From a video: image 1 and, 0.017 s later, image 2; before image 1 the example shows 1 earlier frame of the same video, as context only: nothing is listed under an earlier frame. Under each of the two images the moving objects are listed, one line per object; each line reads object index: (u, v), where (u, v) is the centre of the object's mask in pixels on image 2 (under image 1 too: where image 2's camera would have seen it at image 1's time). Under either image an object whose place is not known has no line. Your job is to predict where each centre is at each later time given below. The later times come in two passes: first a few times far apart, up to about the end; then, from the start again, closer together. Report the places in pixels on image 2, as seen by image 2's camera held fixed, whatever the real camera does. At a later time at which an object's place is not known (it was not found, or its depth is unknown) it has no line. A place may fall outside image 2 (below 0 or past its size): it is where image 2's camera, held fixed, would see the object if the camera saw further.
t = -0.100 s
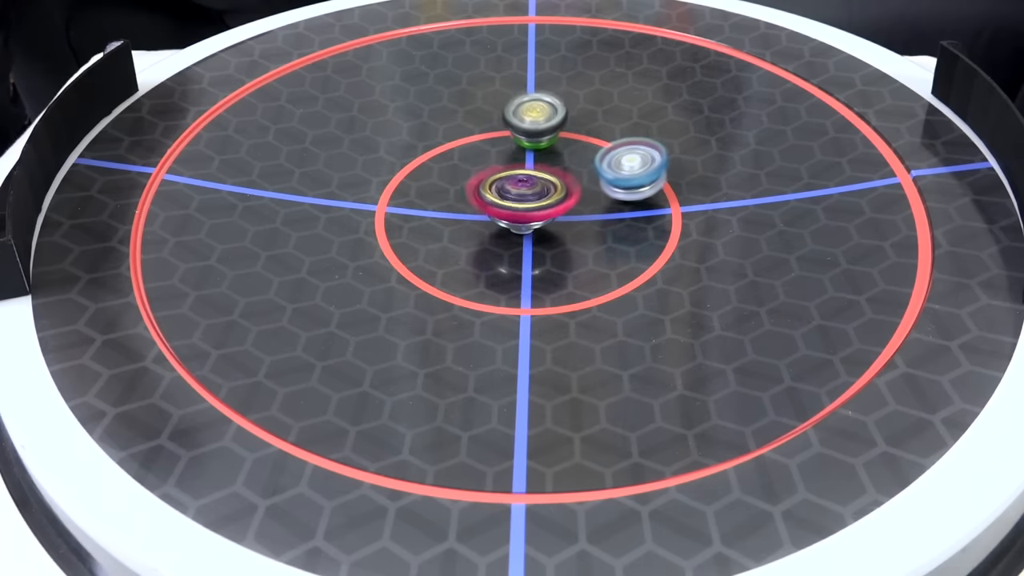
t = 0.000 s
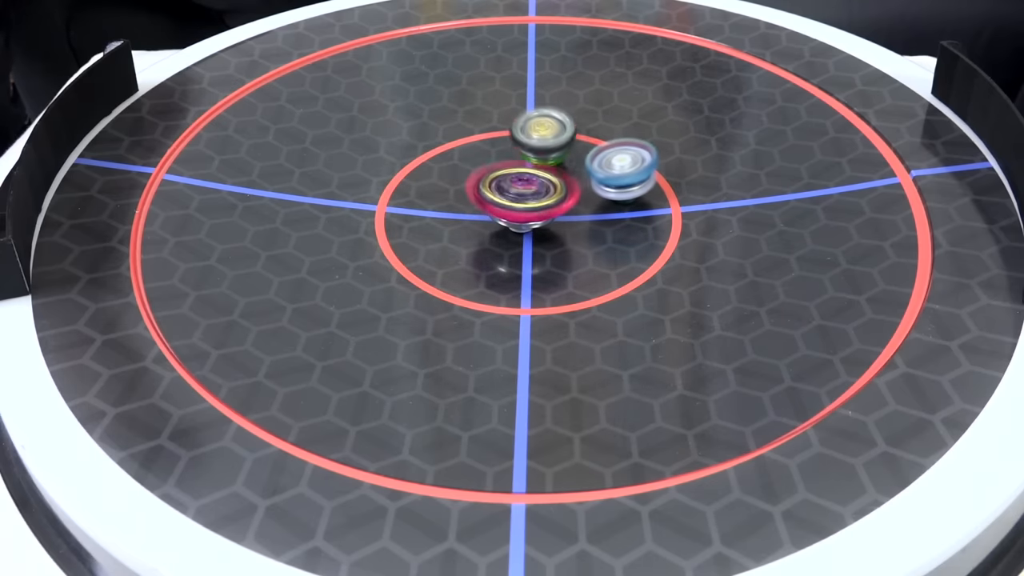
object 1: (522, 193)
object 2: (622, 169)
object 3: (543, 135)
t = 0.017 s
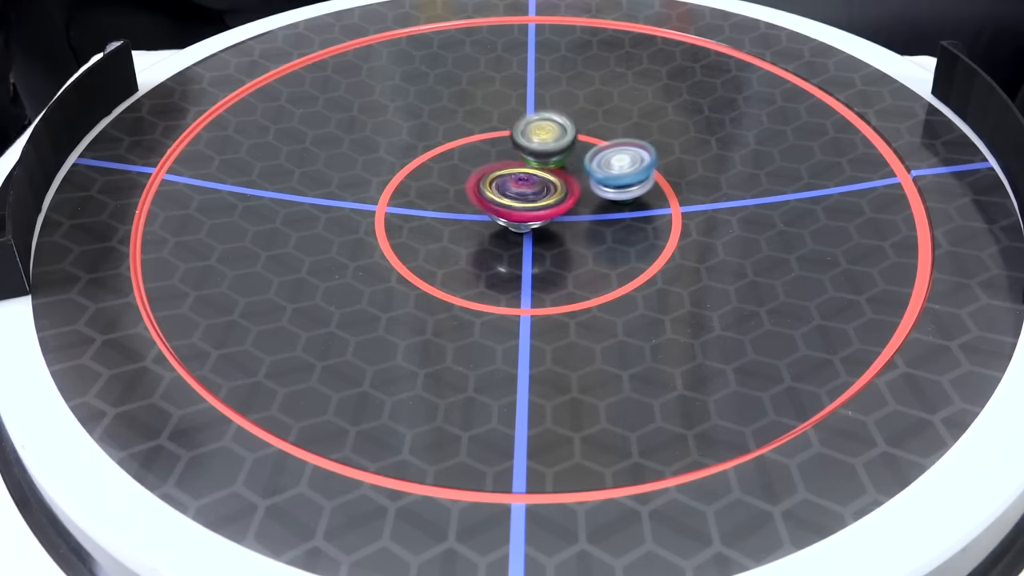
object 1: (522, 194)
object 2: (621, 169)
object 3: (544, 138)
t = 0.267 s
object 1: (487, 209)
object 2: (615, 192)
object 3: (586, 133)
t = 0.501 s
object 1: (487, 203)
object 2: (579, 221)
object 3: (575, 140)
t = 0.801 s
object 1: (503, 188)
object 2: (565, 234)
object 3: (603, 152)
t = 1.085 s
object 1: (521, 188)
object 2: (573, 262)
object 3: (593, 163)
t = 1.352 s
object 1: (499, 201)
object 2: (571, 255)
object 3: (624, 176)
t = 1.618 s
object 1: (504, 194)
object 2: (560, 242)
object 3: (610, 188)
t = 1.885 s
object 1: (506, 182)
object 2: (544, 236)
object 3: (600, 198)
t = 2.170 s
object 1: (510, 171)
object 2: (516, 231)
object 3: (590, 199)
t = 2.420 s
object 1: (521, 158)
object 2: (510, 218)
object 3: (586, 200)
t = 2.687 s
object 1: (526, 154)
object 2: (490, 207)
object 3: (586, 194)
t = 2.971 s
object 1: (533, 149)
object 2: (494, 200)
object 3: (575, 207)
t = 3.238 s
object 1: (531, 150)
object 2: (478, 194)
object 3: (560, 211)
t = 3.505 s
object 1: (531, 153)
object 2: (462, 179)
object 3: (558, 211)
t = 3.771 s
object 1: (537, 155)
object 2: (461, 171)
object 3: (541, 238)
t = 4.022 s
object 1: (563, 172)
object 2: (469, 165)
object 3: (530, 228)
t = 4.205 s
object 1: (594, 184)
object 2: (488, 166)
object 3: (487, 231)
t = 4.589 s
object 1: (615, 189)
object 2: (518, 172)
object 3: (443, 202)
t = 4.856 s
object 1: (644, 208)
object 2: (485, 133)
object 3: (448, 183)
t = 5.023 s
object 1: (639, 213)
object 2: (499, 131)
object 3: (466, 178)
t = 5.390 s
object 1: (547, 225)
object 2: (534, 128)
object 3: (522, 175)
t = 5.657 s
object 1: (450, 225)
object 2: (565, 122)
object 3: (550, 180)
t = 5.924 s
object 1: (413, 196)
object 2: (566, 141)
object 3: (566, 190)
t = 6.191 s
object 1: (433, 170)
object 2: (553, 162)
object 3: (562, 216)
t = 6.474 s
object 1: (508, 142)
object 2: (578, 175)
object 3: (526, 244)
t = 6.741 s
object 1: (573, 106)
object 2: (584, 170)
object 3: (491, 237)
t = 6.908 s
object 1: (600, 104)
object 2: (581, 171)
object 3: (476, 222)
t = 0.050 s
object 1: (522, 193)
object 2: (620, 170)
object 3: (545, 142)
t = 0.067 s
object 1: (522, 193)
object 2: (619, 170)
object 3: (545, 144)
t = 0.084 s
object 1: (521, 194)
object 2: (619, 171)
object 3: (547, 146)
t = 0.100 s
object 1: (517, 196)
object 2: (619, 171)
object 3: (552, 146)
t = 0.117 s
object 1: (513, 198)
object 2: (619, 172)
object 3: (558, 147)
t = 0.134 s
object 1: (507, 200)
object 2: (619, 173)
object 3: (563, 145)
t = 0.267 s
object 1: (487, 209)
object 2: (615, 192)
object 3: (586, 133)
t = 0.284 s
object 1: (486, 209)
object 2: (615, 194)
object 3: (587, 132)
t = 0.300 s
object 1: (485, 209)
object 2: (614, 196)
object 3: (586, 133)
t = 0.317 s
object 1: (484, 209)
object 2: (612, 199)
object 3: (586, 133)
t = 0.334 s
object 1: (484, 208)
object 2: (610, 202)
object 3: (585, 133)
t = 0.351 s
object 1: (484, 208)
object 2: (606, 204)
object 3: (583, 133)
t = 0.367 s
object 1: (483, 208)
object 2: (603, 207)
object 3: (582, 134)
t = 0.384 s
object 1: (483, 208)
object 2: (599, 209)
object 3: (580, 134)
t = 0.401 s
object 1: (484, 207)
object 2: (596, 211)
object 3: (578, 134)
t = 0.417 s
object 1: (484, 206)
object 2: (592, 213)
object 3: (577, 135)
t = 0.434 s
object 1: (485, 206)
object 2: (589, 215)
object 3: (575, 136)
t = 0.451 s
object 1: (486, 205)
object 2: (586, 216)
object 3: (574, 136)
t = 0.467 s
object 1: (486, 205)
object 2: (584, 218)
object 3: (574, 138)
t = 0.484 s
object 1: (487, 204)
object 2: (581, 219)
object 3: (575, 138)
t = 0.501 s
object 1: (487, 203)
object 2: (579, 221)
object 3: (575, 140)
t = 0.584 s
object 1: (491, 198)
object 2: (578, 231)
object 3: (582, 144)
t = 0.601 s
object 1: (491, 197)
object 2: (578, 233)
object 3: (584, 145)
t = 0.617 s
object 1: (492, 196)
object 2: (577, 234)
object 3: (587, 146)
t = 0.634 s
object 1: (493, 196)
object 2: (576, 234)
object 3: (590, 147)
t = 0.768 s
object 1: (501, 190)
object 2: (566, 233)
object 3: (603, 151)
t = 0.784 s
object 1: (502, 190)
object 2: (565, 234)
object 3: (604, 151)
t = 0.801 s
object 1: (503, 188)
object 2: (565, 234)
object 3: (603, 152)
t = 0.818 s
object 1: (505, 188)
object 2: (564, 235)
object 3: (603, 152)
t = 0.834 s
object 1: (506, 188)
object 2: (565, 236)
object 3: (603, 153)
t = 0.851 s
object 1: (507, 187)
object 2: (565, 237)
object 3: (602, 153)
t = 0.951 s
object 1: (516, 187)
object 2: (570, 246)
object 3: (598, 154)
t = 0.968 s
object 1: (517, 187)
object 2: (571, 248)
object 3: (597, 153)
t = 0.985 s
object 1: (518, 187)
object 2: (571, 250)
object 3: (597, 153)
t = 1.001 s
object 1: (518, 187)
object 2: (572, 252)
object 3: (597, 154)
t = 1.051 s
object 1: (520, 187)
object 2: (572, 259)
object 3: (595, 158)
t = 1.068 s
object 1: (521, 187)
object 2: (572, 261)
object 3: (595, 160)
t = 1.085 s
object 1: (521, 188)
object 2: (573, 262)
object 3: (593, 163)
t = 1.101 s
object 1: (519, 189)
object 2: (573, 263)
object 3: (593, 165)
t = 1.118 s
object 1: (516, 190)
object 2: (573, 263)
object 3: (596, 166)
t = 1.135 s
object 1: (512, 191)
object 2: (573, 264)
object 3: (599, 167)
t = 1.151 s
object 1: (509, 192)
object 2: (573, 264)
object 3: (603, 168)
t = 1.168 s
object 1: (506, 194)
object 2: (573, 264)
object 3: (606, 169)
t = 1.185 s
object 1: (504, 195)
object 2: (573, 264)
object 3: (609, 170)
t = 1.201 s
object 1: (502, 196)
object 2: (573, 263)
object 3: (612, 170)
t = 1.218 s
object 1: (501, 197)
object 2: (573, 263)
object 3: (615, 171)
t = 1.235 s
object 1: (501, 198)
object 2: (573, 262)
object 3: (616, 172)
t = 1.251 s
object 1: (500, 199)
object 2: (573, 261)
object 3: (618, 172)
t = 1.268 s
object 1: (500, 200)
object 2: (573, 260)
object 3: (620, 173)
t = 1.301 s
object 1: (500, 201)
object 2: (572, 258)
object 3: (622, 175)
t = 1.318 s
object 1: (499, 201)
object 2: (572, 257)
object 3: (623, 175)
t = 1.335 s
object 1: (499, 201)
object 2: (571, 256)
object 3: (624, 176)
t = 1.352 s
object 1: (499, 201)
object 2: (571, 255)
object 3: (624, 176)
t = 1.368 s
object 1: (499, 201)
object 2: (571, 254)
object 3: (624, 177)
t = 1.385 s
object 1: (499, 202)
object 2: (570, 253)
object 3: (624, 178)
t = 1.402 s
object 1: (500, 202)
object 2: (569, 251)
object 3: (624, 178)
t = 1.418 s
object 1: (500, 201)
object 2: (569, 250)
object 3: (623, 179)
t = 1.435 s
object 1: (500, 201)
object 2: (568, 248)
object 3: (623, 180)
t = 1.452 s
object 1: (500, 201)
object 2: (567, 246)
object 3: (622, 181)
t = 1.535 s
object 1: (501, 199)
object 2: (563, 239)
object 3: (616, 185)
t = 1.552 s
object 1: (502, 199)
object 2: (562, 238)
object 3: (615, 185)
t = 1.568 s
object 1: (502, 197)
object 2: (562, 239)
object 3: (614, 186)
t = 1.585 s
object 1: (503, 197)
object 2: (561, 240)
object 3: (613, 187)
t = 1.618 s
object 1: (504, 194)
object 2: (560, 242)
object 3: (610, 188)
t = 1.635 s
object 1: (504, 194)
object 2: (559, 242)
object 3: (609, 188)
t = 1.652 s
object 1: (505, 193)
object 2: (558, 242)
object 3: (607, 189)
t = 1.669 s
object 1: (505, 192)
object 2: (557, 242)
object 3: (606, 189)
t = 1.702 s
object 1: (505, 191)
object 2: (555, 242)
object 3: (603, 190)
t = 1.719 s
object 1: (505, 191)
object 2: (554, 242)
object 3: (601, 191)
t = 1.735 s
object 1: (505, 190)
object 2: (553, 241)
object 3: (600, 192)
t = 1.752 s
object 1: (505, 189)
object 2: (552, 241)
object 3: (599, 192)
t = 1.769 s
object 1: (505, 189)
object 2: (551, 240)
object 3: (598, 192)
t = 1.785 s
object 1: (505, 188)
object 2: (550, 239)
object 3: (597, 193)
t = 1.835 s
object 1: (504, 186)
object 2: (547, 237)
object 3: (599, 196)
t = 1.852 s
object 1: (505, 184)
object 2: (546, 237)
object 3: (599, 197)
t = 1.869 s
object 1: (505, 183)
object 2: (545, 236)
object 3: (600, 198)
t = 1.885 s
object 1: (506, 182)
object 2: (544, 236)
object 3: (600, 198)
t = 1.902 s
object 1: (506, 181)
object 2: (543, 236)
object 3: (600, 199)
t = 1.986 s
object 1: (507, 178)
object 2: (538, 235)
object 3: (598, 202)
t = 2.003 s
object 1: (507, 178)
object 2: (537, 234)
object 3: (598, 203)
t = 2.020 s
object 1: (507, 177)
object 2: (536, 234)
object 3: (597, 203)
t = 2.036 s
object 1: (507, 176)
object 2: (535, 234)
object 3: (595, 203)
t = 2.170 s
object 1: (510, 171)
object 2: (516, 231)
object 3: (590, 199)
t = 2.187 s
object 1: (510, 171)
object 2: (515, 231)
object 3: (588, 198)
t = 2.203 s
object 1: (510, 170)
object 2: (514, 230)
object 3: (588, 198)
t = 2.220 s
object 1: (511, 170)
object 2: (513, 229)
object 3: (587, 198)
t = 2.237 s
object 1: (512, 169)
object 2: (513, 229)
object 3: (587, 198)
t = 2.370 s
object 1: (518, 160)
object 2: (511, 221)
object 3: (586, 200)
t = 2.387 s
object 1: (519, 159)
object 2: (511, 220)
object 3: (585, 200)
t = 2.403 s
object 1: (520, 159)
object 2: (512, 218)
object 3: (585, 200)
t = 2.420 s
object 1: (521, 158)
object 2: (510, 218)
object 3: (586, 200)
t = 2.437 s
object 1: (522, 159)
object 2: (507, 217)
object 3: (589, 200)
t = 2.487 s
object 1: (525, 158)
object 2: (498, 215)
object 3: (593, 198)
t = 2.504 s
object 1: (525, 158)
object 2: (496, 214)
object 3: (594, 197)
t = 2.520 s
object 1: (525, 157)
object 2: (494, 214)
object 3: (595, 197)
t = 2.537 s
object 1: (525, 157)
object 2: (493, 213)
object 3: (594, 196)
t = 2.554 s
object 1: (525, 157)
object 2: (492, 212)
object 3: (594, 195)
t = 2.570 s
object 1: (525, 156)
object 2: (491, 211)
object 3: (594, 195)
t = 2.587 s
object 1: (526, 156)
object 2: (491, 211)
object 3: (593, 195)
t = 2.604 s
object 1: (526, 155)
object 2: (490, 210)
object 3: (593, 194)
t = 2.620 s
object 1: (526, 155)
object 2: (490, 209)
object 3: (591, 194)
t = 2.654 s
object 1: (525, 154)
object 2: (491, 207)
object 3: (589, 193)
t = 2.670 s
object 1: (525, 154)
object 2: (490, 207)
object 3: (588, 193)
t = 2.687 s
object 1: (526, 154)
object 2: (490, 207)
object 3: (586, 194)
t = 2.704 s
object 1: (526, 153)
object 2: (490, 206)
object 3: (586, 195)
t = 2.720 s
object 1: (527, 152)
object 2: (489, 206)
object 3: (585, 197)
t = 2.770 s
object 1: (530, 151)
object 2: (489, 205)
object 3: (583, 200)
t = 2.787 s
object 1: (530, 151)
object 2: (489, 205)
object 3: (583, 201)
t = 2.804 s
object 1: (530, 150)
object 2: (489, 204)
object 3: (582, 201)
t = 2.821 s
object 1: (531, 150)
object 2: (490, 204)
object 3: (582, 202)
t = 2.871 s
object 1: (532, 149)
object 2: (491, 203)
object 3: (580, 204)
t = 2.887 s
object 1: (532, 149)
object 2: (491, 202)
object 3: (579, 204)
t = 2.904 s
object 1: (532, 149)
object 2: (492, 202)
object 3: (578, 205)
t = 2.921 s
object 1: (532, 149)
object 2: (493, 201)
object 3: (578, 205)
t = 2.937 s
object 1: (532, 149)
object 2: (493, 201)
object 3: (577, 206)
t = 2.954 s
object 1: (532, 149)
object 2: (494, 200)
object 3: (575, 206)
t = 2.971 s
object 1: (533, 149)
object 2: (494, 200)
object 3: (575, 207)
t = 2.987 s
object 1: (533, 149)
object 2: (494, 200)
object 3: (574, 207)
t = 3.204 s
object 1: (533, 149)
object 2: (482, 195)
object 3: (559, 210)
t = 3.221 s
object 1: (532, 149)
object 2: (481, 195)
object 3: (558, 211)
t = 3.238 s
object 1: (531, 150)
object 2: (478, 194)
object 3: (560, 211)
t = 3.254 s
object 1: (531, 150)
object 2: (474, 192)
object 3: (561, 212)
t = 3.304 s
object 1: (530, 152)
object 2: (466, 188)
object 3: (565, 212)
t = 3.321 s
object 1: (530, 151)
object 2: (464, 187)
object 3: (565, 212)
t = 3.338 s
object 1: (530, 152)
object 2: (463, 186)
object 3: (566, 212)
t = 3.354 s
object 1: (530, 152)
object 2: (461, 185)
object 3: (565, 212)
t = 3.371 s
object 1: (530, 152)
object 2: (461, 184)
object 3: (565, 211)
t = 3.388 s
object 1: (529, 152)
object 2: (460, 183)
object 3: (565, 212)
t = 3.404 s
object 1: (530, 152)
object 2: (460, 182)
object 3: (564, 211)
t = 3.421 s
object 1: (530, 152)
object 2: (460, 182)
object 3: (563, 211)
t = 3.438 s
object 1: (530, 152)
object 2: (461, 181)
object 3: (562, 211)
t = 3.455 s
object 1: (531, 153)
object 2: (461, 180)
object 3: (562, 211)
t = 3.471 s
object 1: (531, 152)
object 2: (462, 180)
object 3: (560, 211)
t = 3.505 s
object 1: (531, 153)
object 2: (462, 179)
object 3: (558, 211)
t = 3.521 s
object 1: (532, 153)
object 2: (461, 179)
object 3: (557, 211)
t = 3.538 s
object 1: (532, 154)
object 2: (461, 178)
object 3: (556, 210)
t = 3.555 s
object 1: (533, 155)
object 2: (460, 177)
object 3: (554, 210)
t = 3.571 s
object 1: (534, 155)
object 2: (459, 177)
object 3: (553, 211)
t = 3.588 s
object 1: (534, 155)
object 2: (459, 176)
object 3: (552, 212)
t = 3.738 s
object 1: (536, 154)
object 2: (462, 172)
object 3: (542, 236)
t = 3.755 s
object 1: (537, 154)
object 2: (461, 171)
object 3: (542, 237)
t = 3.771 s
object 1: (537, 155)
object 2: (461, 171)
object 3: (541, 238)
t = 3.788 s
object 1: (537, 156)
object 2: (460, 170)
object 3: (540, 238)
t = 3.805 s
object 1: (538, 157)
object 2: (460, 170)
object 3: (540, 238)
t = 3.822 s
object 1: (538, 158)
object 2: (460, 169)
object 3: (539, 238)
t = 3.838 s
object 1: (540, 160)
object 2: (460, 168)
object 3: (539, 238)
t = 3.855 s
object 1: (541, 161)
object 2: (461, 168)
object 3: (539, 237)
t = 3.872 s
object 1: (543, 162)
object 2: (461, 168)
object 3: (538, 237)
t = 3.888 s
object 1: (545, 165)
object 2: (462, 167)
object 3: (538, 235)
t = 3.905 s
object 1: (545, 165)
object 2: (462, 167)
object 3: (537, 235)
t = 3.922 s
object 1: (549, 167)
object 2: (463, 167)
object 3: (537, 233)
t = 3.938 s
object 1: (549, 167)
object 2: (464, 167)
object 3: (537, 232)
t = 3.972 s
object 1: (554, 170)
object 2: (465, 166)
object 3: (536, 230)
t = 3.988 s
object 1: (556, 172)
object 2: (466, 166)
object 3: (536, 228)
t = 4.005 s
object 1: (559, 172)
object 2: (468, 165)
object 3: (534, 227)
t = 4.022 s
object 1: (563, 172)
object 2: (469, 165)
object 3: (530, 228)
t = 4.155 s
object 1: (587, 181)
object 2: (482, 166)
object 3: (496, 231)
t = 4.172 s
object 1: (590, 182)
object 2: (485, 166)
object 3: (493, 231)
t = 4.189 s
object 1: (592, 183)
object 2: (486, 166)
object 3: (490, 232)
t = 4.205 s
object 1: (594, 184)
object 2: (488, 166)
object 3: (487, 231)
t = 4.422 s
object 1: (610, 189)
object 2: (514, 173)
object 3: (454, 218)
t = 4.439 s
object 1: (609, 189)
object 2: (516, 173)
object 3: (452, 217)
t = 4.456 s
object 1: (609, 189)
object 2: (517, 173)
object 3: (450, 215)
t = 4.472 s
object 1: (609, 188)
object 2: (520, 174)
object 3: (450, 213)
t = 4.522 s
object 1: (608, 188)
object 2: (524, 175)
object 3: (446, 209)
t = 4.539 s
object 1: (607, 187)
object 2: (525, 176)
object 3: (445, 207)
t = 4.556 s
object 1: (607, 187)
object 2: (527, 176)
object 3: (444, 206)
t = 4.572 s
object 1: (608, 186)
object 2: (525, 175)
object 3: (444, 204)
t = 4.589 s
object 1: (615, 189)
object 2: (518, 172)
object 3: (443, 202)
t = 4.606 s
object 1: (619, 189)
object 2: (511, 168)
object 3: (443, 200)
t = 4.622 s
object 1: (623, 192)
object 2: (504, 166)
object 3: (442, 199)
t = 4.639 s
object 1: (626, 194)
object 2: (498, 161)
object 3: (442, 197)
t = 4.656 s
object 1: (631, 195)
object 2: (493, 157)
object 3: (443, 196)
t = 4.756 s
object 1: (641, 205)
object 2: (478, 143)
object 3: (446, 186)
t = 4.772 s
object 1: (642, 205)
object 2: (477, 141)
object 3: (447, 185)
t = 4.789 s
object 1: (643, 206)
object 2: (478, 140)
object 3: (447, 184)
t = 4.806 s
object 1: (643, 207)
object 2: (479, 139)
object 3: (448, 183)
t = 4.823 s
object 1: (644, 207)
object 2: (481, 137)
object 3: (448, 183)
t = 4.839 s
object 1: (644, 208)
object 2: (483, 135)
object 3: (447, 183)
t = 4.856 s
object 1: (644, 208)
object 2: (485, 133)
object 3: (448, 183)
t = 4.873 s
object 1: (645, 209)
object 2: (488, 132)
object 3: (449, 183)
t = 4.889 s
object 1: (644, 209)
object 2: (490, 131)
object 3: (450, 182)
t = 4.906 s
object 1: (644, 209)
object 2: (492, 130)
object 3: (451, 182)
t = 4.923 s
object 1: (643, 210)
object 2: (494, 130)
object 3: (452, 181)
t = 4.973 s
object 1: (642, 212)
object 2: (497, 130)
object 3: (458, 181)
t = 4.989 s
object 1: (642, 212)
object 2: (497, 130)
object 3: (461, 180)
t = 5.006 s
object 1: (641, 213)
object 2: (498, 131)
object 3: (463, 179)
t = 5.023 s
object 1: (639, 213)
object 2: (499, 131)
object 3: (466, 178)
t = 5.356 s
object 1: (560, 222)
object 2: (531, 129)
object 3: (517, 177)
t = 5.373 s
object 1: (553, 223)
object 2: (532, 129)
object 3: (519, 176)
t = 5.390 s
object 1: (547, 225)
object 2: (534, 128)
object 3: (522, 175)
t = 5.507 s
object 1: (500, 231)
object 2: (553, 120)
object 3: (535, 177)
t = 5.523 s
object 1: (492, 232)
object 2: (555, 120)
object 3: (537, 178)
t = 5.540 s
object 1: (486, 231)
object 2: (557, 119)
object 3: (538, 178)
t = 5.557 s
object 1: (481, 231)
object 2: (559, 119)
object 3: (540, 178)
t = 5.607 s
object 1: (464, 228)
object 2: (562, 120)
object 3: (546, 179)
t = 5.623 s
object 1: (460, 227)
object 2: (563, 120)
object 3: (547, 179)
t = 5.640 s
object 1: (454, 226)
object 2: (564, 122)
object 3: (549, 179)
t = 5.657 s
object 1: (450, 225)
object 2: (565, 122)
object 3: (550, 180)
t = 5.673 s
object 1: (446, 223)
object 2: (566, 123)
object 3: (552, 180)
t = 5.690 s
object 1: (442, 222)
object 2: (566, 123)
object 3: (553, 180)
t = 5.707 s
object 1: (439, 220)
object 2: (567, 124)
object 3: (554, 181)
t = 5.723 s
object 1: (436, 219)
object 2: (566, 125)
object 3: (555, 181)
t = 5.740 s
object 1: (433, 216)
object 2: (567, 126)
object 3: (556, 182)
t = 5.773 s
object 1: (427, 212)
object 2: (567, 128)
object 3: (558, 183)
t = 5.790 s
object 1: (425, 210)
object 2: (567, 129)
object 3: (560, 184)
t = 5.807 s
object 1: (423, 208)
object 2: (568, 131)
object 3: (561, 184)
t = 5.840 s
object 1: (418, 205)
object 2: (567, 133)
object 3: (563, 186)
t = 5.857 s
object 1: (416, 203)
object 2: (567, 135)
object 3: (563, 186)
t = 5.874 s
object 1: (415, 202)
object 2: (567, 136)
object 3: (564, 187)
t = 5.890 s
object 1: (414, 200)
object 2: (567, 138)
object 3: (565, 188)
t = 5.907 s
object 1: (414, 198)
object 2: (567, 139)
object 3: (565, 189)
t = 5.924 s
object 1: (413, 196)
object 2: (566, 141)
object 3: (566, 190)
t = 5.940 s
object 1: (413, 194)
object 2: (566, 142)
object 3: (565, 191)
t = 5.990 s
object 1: (411, 188)
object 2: (565, 145)
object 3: (567, 195)
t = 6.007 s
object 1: (411, 187)
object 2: (565, 147)
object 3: (566, 198)
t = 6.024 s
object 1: (412, 186)
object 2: (565, 148)
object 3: (566, 200)
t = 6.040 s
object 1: (413, 184)
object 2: (564, 149)
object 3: (566, 202)
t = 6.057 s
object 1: (415, 183)
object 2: (564, 151)
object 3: (565, 204)
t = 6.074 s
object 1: (417, 182)
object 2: (563, 153)
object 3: (566, 206)
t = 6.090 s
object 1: (419, 180)
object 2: (562, 153)
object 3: (565, 208)
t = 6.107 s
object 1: (421, 179)
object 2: (561, 155)
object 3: (565, 209)
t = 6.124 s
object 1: (422, 177)
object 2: (560, 157)
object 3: (565, 211)
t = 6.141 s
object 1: (424, 175)
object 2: (557, 158)
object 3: (564, 212)
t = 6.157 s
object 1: (427, 174)
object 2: (556, 159)
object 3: (563, 214)
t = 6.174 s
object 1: (429, 172)
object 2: (555, 161)
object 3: (562, 214)
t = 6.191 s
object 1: (433, 170)
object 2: (553, 162)
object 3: (562, 216)
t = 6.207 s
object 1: (437, 170)
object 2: (551, 163)
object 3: (560, 217)
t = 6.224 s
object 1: (441, 169)
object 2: (550, 164)
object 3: (560, 218)
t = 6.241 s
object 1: (446, 168)
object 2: (548, 165)
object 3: (558, 219)
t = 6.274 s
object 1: (454, 166)
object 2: (544, 168)
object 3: (555, 220)
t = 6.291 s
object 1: (458, 166)
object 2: (542, 169)
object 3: (553, 221)
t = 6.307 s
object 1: (461, 163)
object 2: (542, 169)
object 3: (552, 222)
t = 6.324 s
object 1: (466, 163)
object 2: (546, 173)
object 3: (550, 223)
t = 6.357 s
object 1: (476, 160)
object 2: (555, 176)
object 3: (546, 227)
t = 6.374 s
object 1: (480, 158)
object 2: (563, 178)
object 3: (542, 231)
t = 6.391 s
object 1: (485, 156)
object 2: (566, 178)
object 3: (538, 234)
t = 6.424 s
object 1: (495, 150)
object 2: (573, 177)
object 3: (533, 240)
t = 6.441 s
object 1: (499, 147)
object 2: (576, 176)
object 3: (530, 241)
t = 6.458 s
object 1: (504, 145)
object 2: (577, 176)
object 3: (528, 243)
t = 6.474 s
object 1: (508, 142)
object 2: (578, 175)
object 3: (526, 244)
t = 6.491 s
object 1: (512, 139)
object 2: (578, 175)
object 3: (524, 245)
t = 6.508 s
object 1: (516, 135)
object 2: (579, 174)
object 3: (521, 246)
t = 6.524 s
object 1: (520, 132)
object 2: (580, 174)
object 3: (520, 246)
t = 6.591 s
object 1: (538, 121)
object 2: (582, 172)
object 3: (511, 246)
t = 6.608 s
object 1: (542, 119)
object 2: (582, 172)
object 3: (508, 245)
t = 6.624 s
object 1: (546, 117)
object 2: (583, 171)
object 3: (506, 245)
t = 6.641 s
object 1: (550, 115)
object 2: (583, 171)
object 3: (504, 244)
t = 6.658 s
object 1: (554, 113)
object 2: (584, 170)
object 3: (502, 243)
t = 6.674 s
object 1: (558, 111)
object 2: (584, 170)
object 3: (500, 242)
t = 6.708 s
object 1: (565, 108)
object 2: (584, 170)
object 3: (496, 240)
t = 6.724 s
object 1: (570, 106)
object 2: (584, 170)
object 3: (493, 239)
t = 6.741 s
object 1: (573, 106)
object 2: (584, 170)
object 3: (491, 237)
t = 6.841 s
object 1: (591, 103)
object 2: (582, 170)
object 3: (480, 229)
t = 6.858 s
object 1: (594, 103)
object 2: (582, 170)
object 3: (480, 227)
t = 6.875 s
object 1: (596, 103)
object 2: (582, 171)
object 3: (478, 226)
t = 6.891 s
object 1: (598, 104)
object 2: (581, 171)
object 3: (477, 224)
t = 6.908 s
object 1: (600, 104)
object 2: (581, 171)
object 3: (476, 222)
